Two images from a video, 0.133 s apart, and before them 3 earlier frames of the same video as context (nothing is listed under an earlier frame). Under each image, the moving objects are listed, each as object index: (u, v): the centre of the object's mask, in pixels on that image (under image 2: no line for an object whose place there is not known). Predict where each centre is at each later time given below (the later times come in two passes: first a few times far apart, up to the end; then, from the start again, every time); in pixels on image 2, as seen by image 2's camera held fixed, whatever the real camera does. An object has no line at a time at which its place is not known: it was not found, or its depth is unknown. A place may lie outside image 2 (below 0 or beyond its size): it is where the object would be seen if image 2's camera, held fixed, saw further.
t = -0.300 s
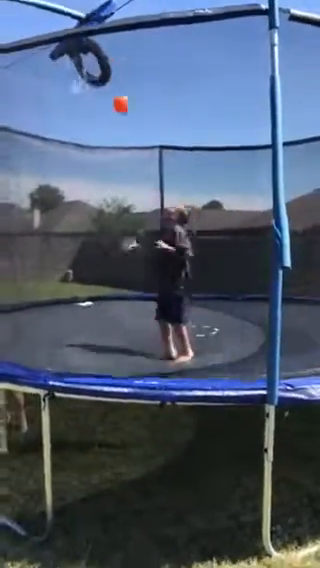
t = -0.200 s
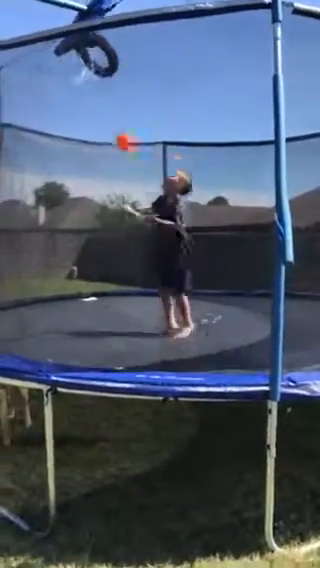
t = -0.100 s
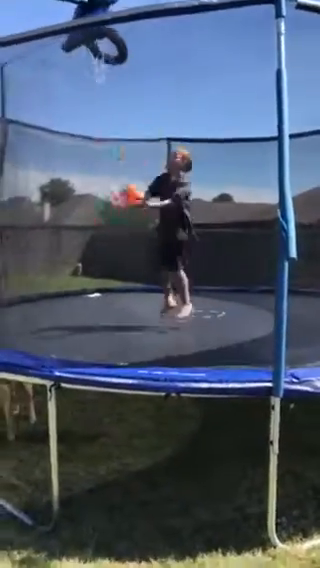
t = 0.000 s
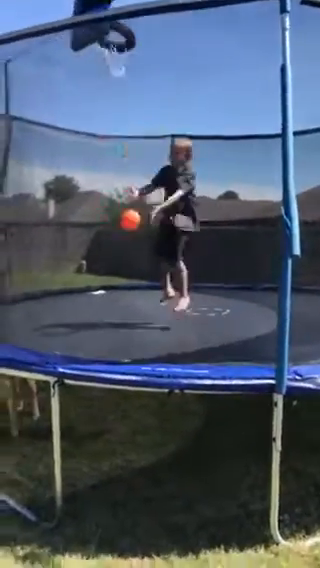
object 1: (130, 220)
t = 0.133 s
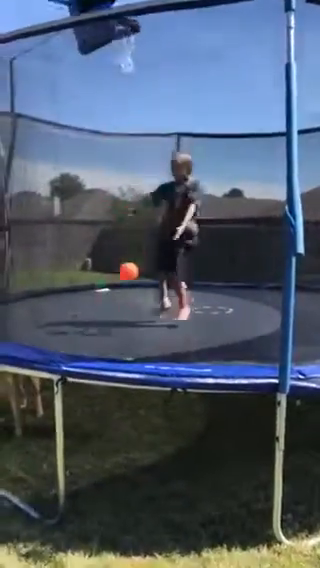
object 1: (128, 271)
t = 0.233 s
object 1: (125, 329)
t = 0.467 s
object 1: (109, 321)
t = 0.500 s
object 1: (106, 325)
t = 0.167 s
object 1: (127, 289)
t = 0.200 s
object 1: (126, 309)
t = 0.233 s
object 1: (125, 329)
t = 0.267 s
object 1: (123, 335)
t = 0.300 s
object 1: (120, 329)
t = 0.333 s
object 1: (118, 327)
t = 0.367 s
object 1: (116, 321)
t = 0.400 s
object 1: (114, 320)
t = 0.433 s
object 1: (111, 320)
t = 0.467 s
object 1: (109, 321)
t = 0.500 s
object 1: (106, 325)
